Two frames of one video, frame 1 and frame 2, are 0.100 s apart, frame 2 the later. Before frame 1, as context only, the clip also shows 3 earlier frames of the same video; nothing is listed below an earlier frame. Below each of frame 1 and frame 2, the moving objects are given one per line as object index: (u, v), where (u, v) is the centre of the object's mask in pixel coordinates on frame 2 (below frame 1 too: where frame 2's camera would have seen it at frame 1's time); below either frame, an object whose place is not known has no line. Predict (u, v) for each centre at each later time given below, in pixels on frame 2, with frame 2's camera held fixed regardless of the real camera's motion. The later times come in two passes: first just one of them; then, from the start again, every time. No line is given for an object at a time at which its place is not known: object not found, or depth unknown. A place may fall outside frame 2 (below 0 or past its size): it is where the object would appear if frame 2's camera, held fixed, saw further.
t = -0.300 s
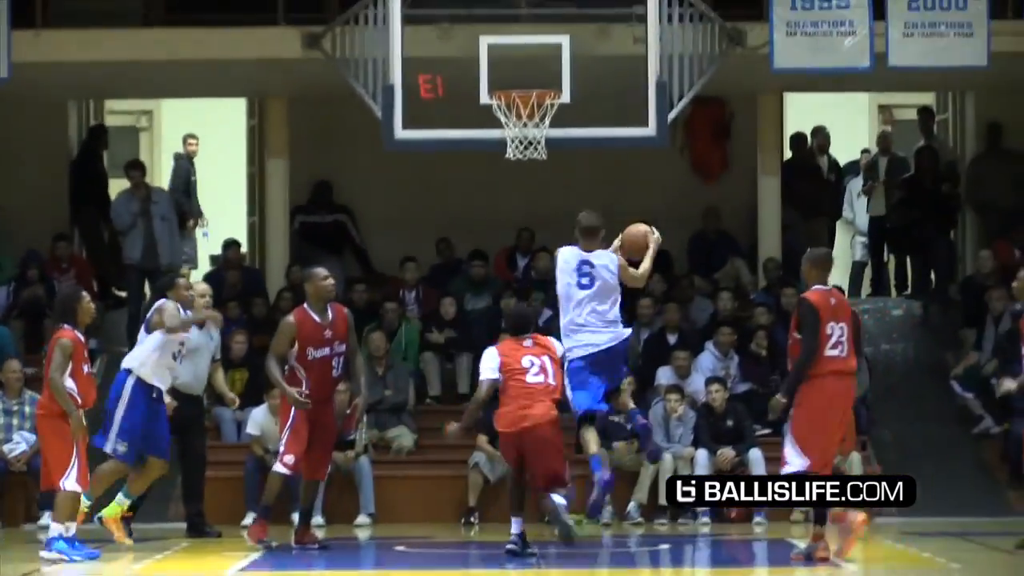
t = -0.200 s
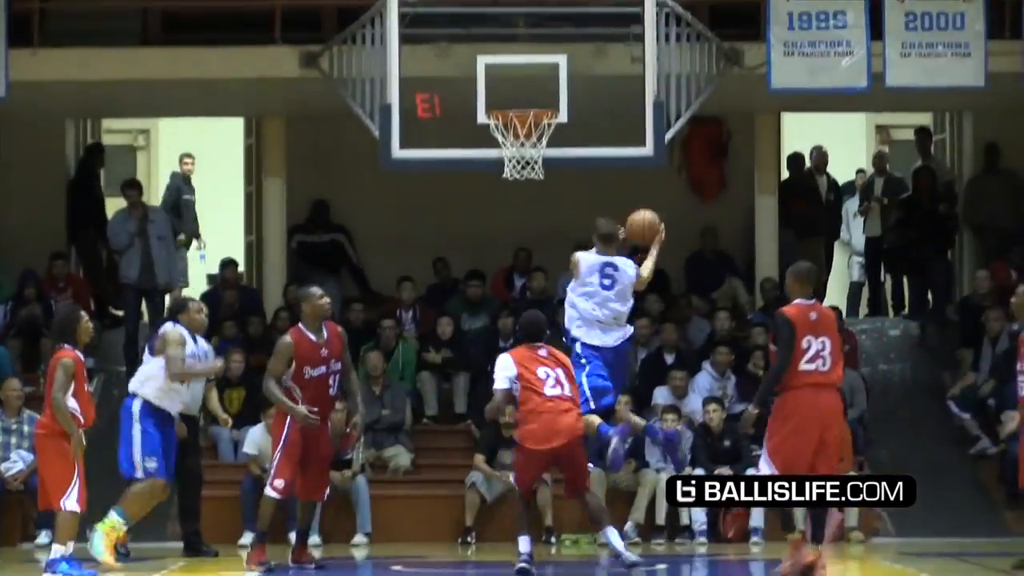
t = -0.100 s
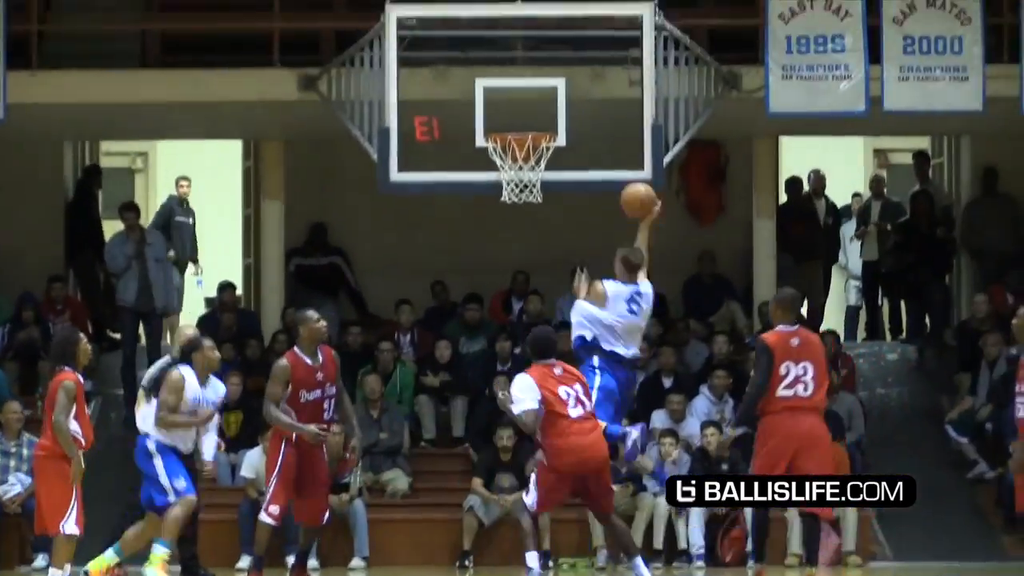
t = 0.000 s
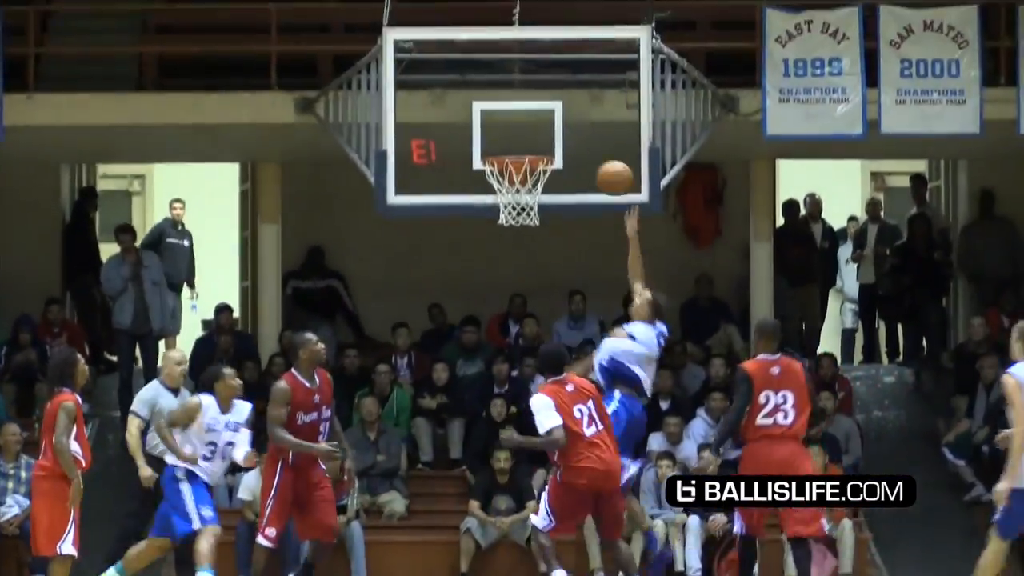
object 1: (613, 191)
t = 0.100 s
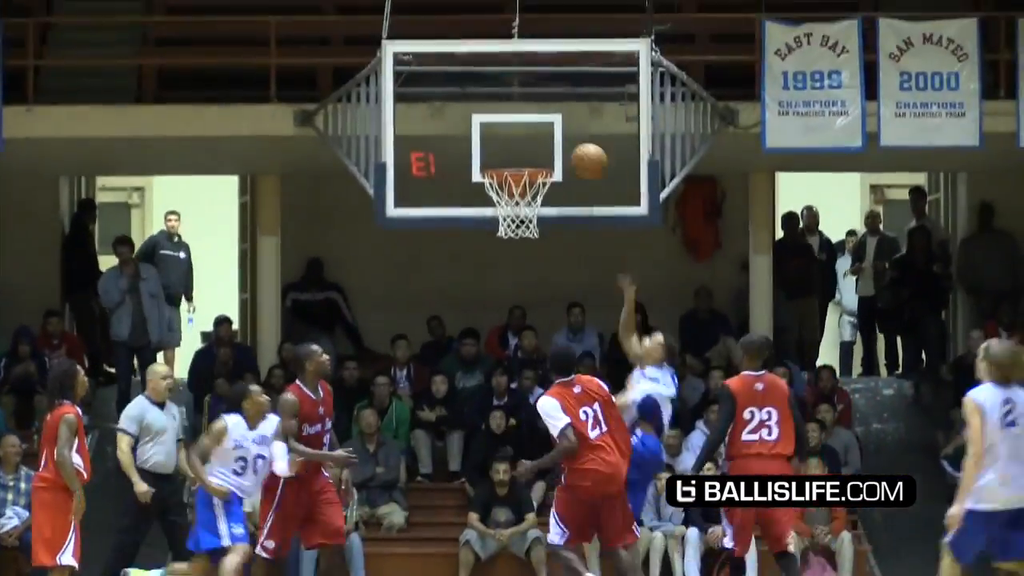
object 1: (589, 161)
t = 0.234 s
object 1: (564, 147)
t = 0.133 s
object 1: (580, 154)
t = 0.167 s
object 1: (574, 150)
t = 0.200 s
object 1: (568, 147)
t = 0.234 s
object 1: (564, 147)
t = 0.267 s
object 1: (559, 147)
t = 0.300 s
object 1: (553, 151)
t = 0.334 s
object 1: (549, 153)
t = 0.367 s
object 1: (547, 152)
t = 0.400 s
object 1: (545, 151)
